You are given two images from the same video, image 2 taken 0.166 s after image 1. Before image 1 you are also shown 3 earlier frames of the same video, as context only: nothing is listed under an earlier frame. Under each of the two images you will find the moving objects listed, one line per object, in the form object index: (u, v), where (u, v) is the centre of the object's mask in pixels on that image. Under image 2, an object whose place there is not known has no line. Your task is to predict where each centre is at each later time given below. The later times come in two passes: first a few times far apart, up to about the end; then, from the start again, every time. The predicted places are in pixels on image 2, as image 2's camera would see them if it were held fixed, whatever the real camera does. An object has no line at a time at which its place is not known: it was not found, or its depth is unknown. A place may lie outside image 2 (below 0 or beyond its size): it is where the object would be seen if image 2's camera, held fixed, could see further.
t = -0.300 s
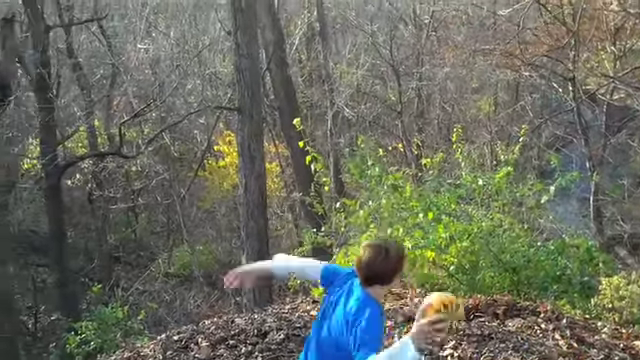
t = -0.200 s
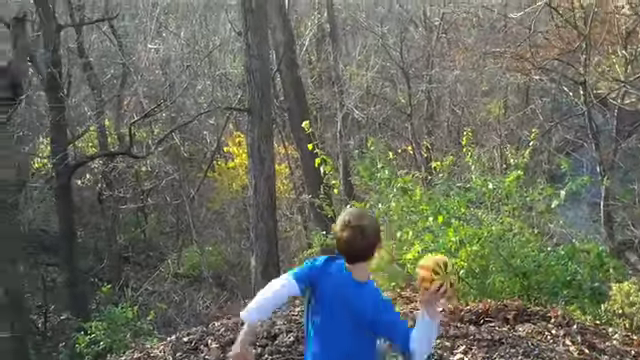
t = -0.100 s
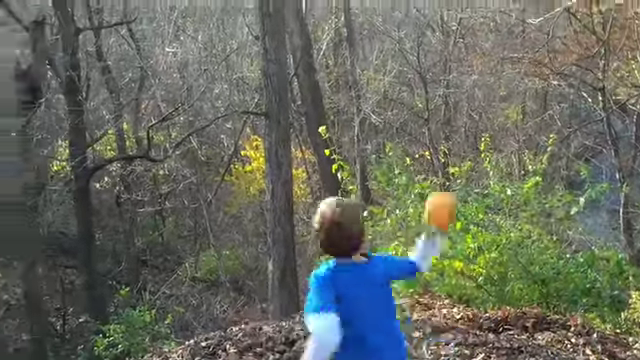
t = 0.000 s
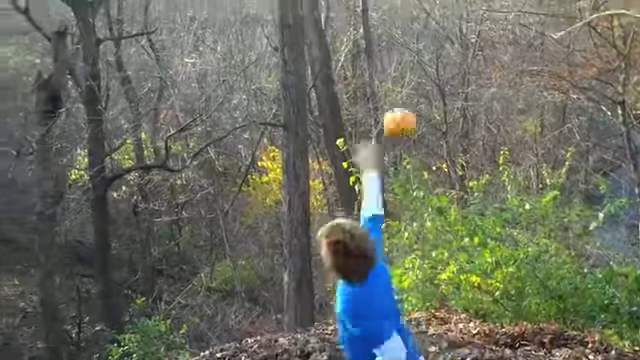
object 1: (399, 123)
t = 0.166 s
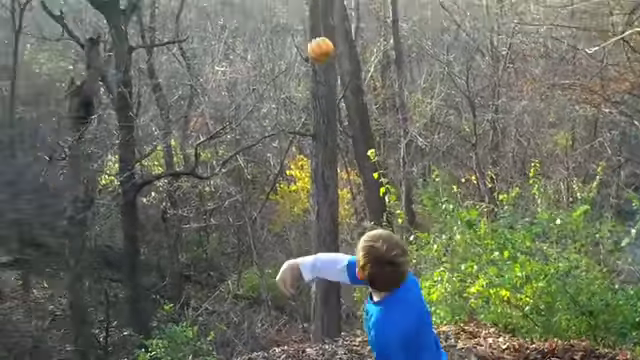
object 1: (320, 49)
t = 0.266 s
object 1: (284, 36)
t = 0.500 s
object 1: (205, 61)
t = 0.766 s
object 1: (164, 143)
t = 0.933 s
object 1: (147, 209)
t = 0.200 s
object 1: (305, 43)
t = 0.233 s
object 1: (291, 37)
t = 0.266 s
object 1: (284, 36)
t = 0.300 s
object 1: (262, 34)
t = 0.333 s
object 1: (250, 34)
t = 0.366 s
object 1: (241, 37)
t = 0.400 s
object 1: (232, 42)
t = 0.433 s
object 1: (221, 48)
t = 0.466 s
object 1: (212, 53)
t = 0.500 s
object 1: (205, 61)
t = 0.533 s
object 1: (199, 70)
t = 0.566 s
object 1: (192, 79)
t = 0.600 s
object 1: (187, 89)
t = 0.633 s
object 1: (181, 99)
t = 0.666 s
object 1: (176, 109)
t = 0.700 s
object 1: (171, 119)
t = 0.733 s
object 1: (168, 132)
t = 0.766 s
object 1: (164, 143)
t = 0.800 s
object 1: (158, 157)
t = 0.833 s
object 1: (156, 170)
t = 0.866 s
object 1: (153, 182)
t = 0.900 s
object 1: (150, 195)
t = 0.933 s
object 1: (147, 209)
